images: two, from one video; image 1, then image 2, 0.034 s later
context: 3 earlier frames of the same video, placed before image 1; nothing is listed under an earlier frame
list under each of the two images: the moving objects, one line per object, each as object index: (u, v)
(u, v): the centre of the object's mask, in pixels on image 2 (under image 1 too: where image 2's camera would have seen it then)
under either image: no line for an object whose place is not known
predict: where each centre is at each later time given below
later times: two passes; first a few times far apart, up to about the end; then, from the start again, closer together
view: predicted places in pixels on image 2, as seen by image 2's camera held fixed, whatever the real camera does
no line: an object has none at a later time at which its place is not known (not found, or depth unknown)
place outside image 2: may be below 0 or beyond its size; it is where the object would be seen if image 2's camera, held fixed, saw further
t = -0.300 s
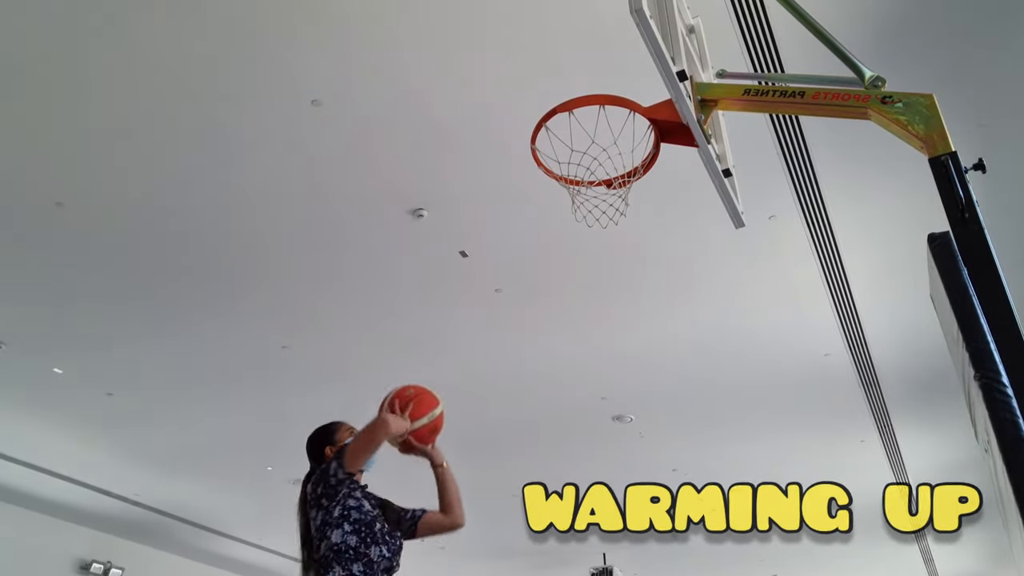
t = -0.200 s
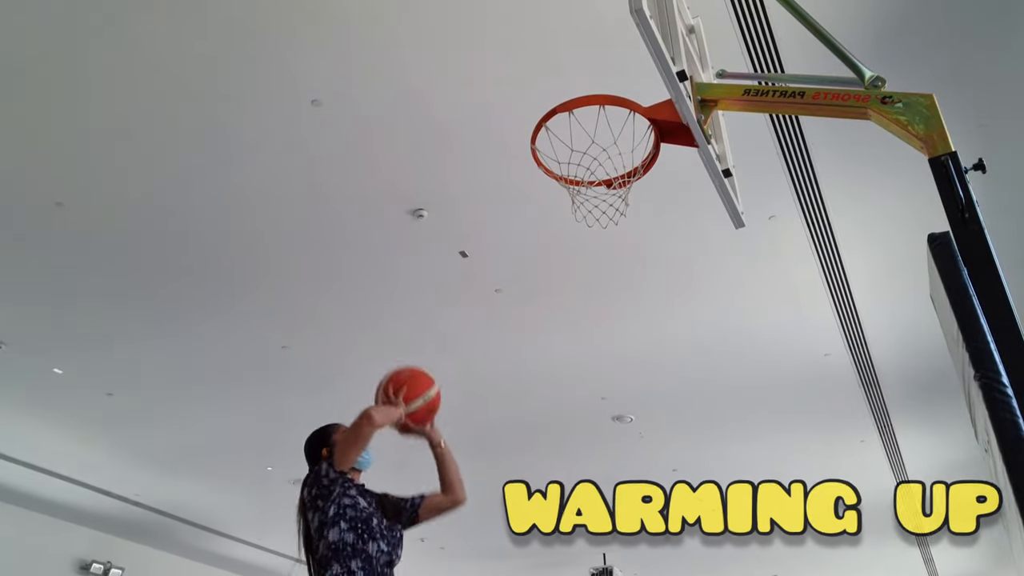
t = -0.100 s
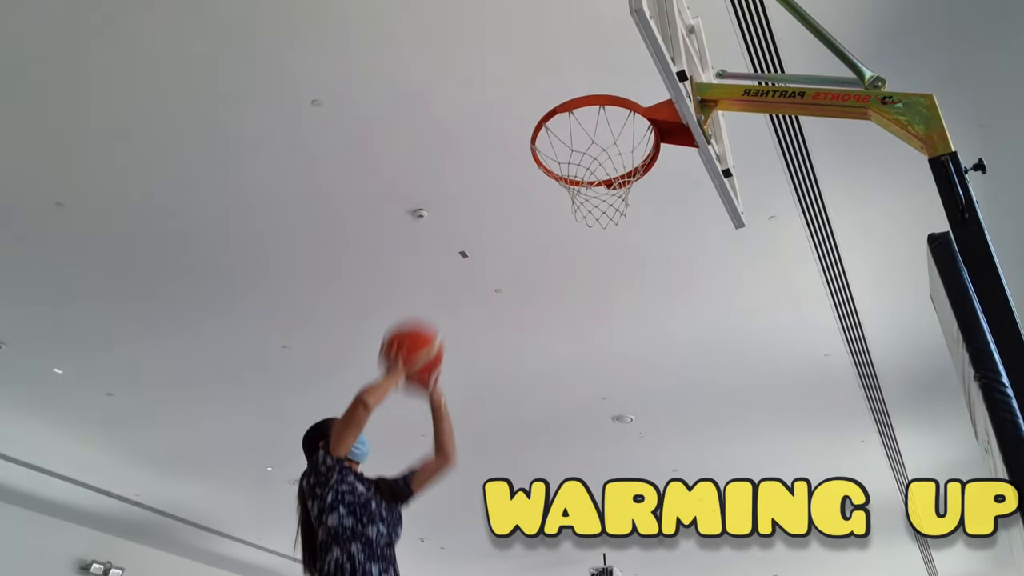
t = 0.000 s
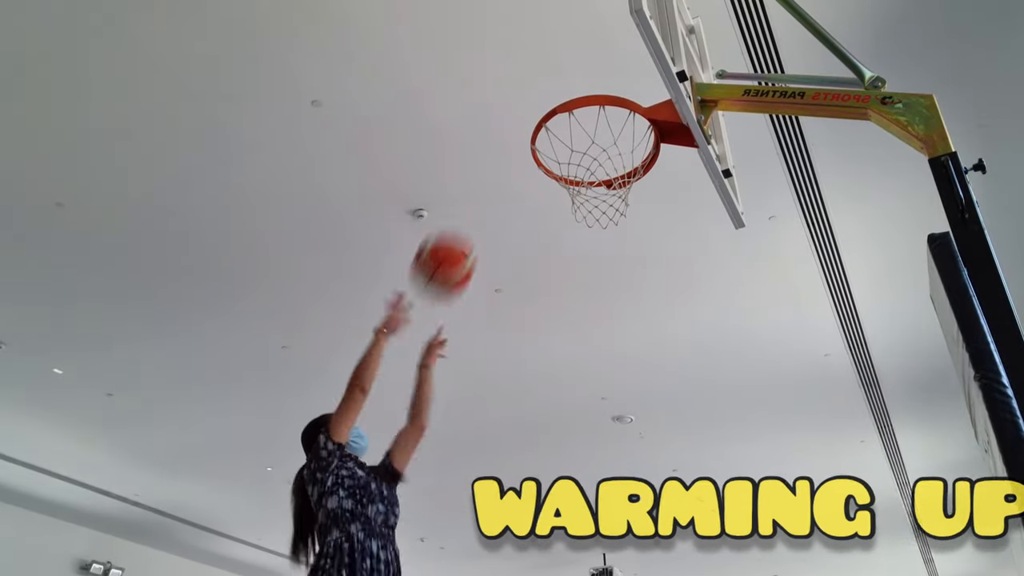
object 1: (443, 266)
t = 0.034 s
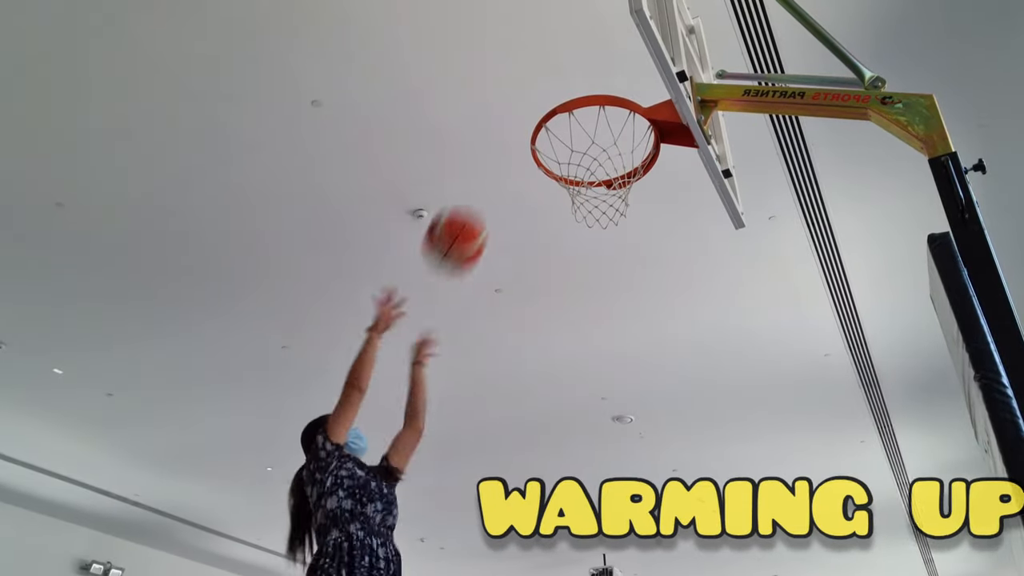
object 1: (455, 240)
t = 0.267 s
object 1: (534, 120)
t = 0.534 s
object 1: (612, 89)
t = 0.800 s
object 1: (599, 146)
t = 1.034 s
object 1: (586, 114)
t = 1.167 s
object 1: (592, 138)
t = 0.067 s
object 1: (467, 216)
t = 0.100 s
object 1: (479, 195)
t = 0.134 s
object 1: (490, 176)
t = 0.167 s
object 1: (500, 160)
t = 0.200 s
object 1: (511, 145)
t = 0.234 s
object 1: (522, 131)
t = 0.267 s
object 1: (534, 120)
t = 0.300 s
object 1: (545, 111)
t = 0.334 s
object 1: (557, 102)
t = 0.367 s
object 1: (569, 97)
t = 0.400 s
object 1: (582, 93)
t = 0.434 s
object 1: (596, 91)
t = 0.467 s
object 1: (610, 92)
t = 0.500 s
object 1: (615, 91)
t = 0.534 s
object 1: (612, 89)
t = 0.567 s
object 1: (610, 89)
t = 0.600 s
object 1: (608, 91)
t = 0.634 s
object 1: (606, 95)
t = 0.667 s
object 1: (604, 105)
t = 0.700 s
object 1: (602, 113)
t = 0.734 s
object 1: (600, 127)
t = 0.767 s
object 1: (599, 134)
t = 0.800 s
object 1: (599, 146)
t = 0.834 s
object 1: (597, 146)
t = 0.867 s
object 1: (595, 135)
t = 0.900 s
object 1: (593, 129)
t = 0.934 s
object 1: (592, 127)
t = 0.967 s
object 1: (590, 118)
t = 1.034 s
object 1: (586, 114)
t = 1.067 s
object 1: (585, 115)
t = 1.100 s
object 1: (584, 119)
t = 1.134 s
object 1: (588, 129)
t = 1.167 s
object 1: (592, 138)
